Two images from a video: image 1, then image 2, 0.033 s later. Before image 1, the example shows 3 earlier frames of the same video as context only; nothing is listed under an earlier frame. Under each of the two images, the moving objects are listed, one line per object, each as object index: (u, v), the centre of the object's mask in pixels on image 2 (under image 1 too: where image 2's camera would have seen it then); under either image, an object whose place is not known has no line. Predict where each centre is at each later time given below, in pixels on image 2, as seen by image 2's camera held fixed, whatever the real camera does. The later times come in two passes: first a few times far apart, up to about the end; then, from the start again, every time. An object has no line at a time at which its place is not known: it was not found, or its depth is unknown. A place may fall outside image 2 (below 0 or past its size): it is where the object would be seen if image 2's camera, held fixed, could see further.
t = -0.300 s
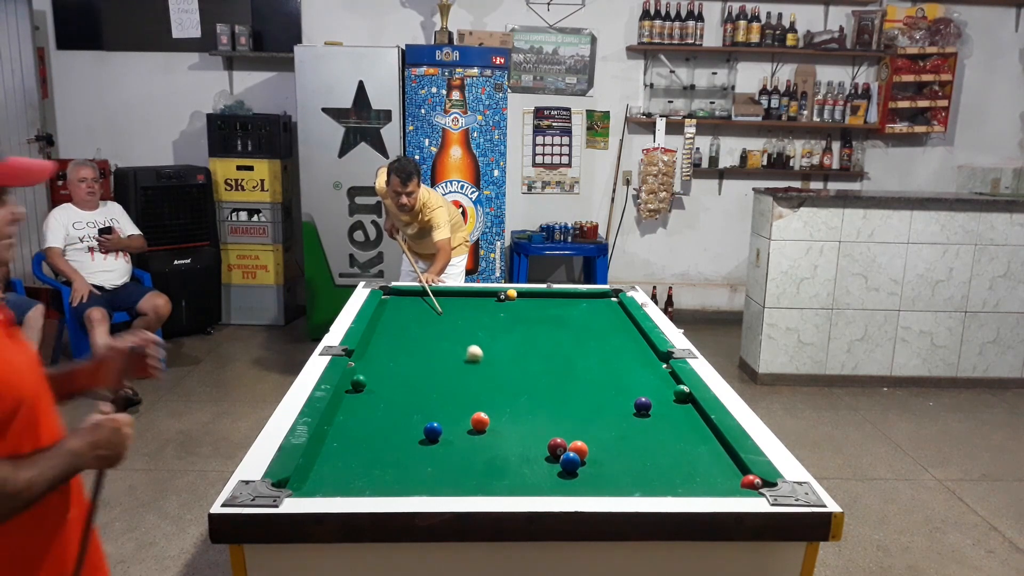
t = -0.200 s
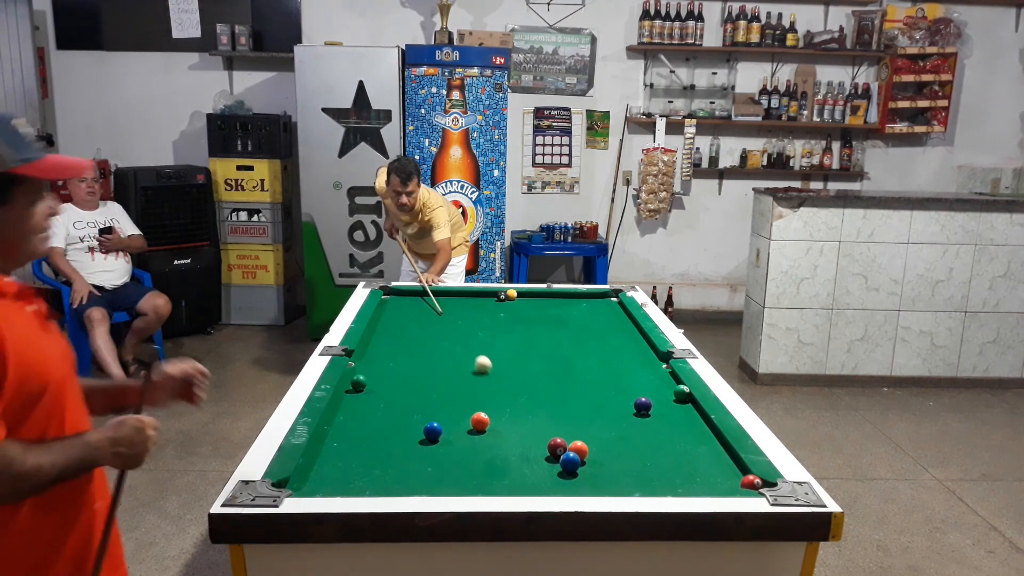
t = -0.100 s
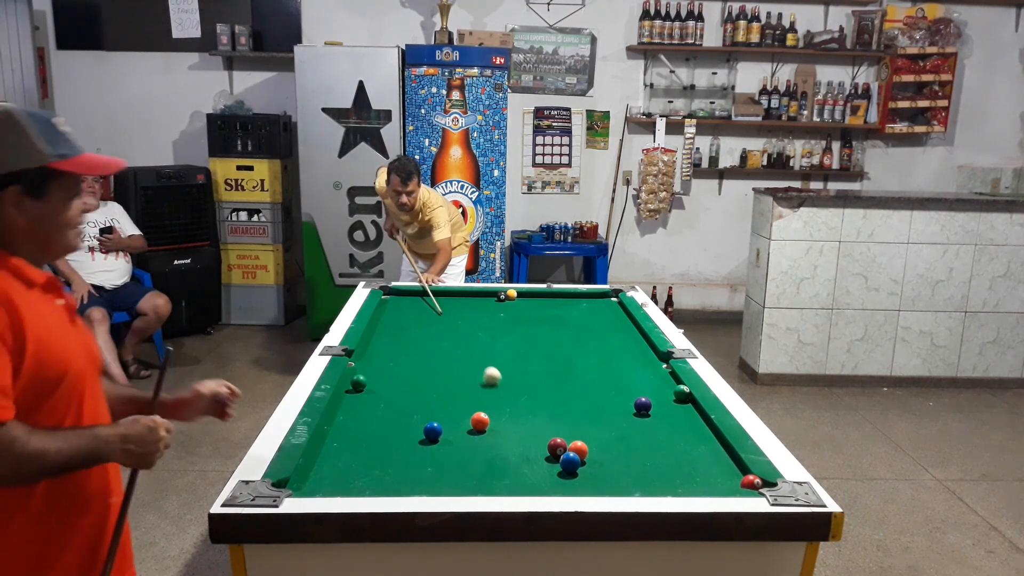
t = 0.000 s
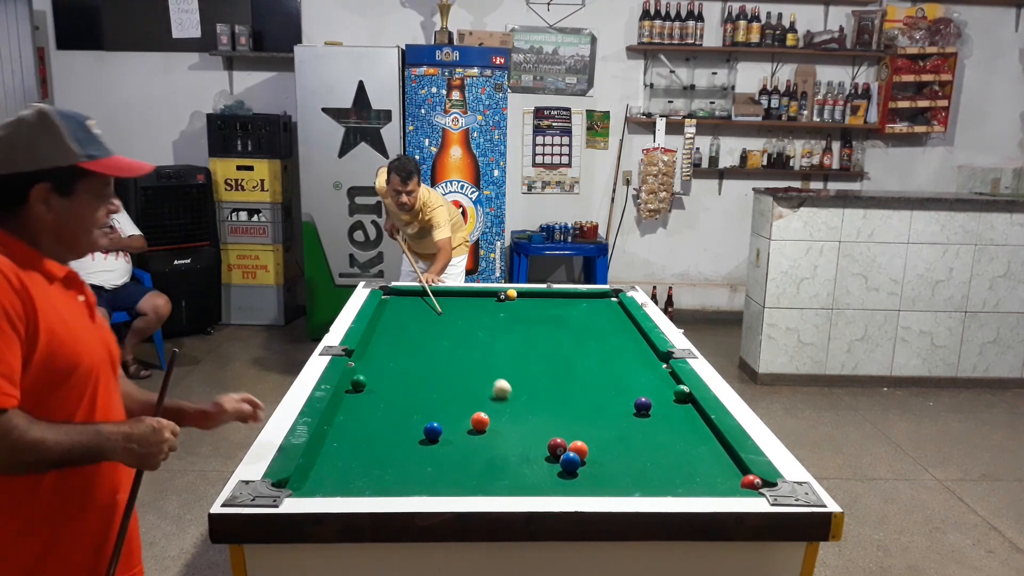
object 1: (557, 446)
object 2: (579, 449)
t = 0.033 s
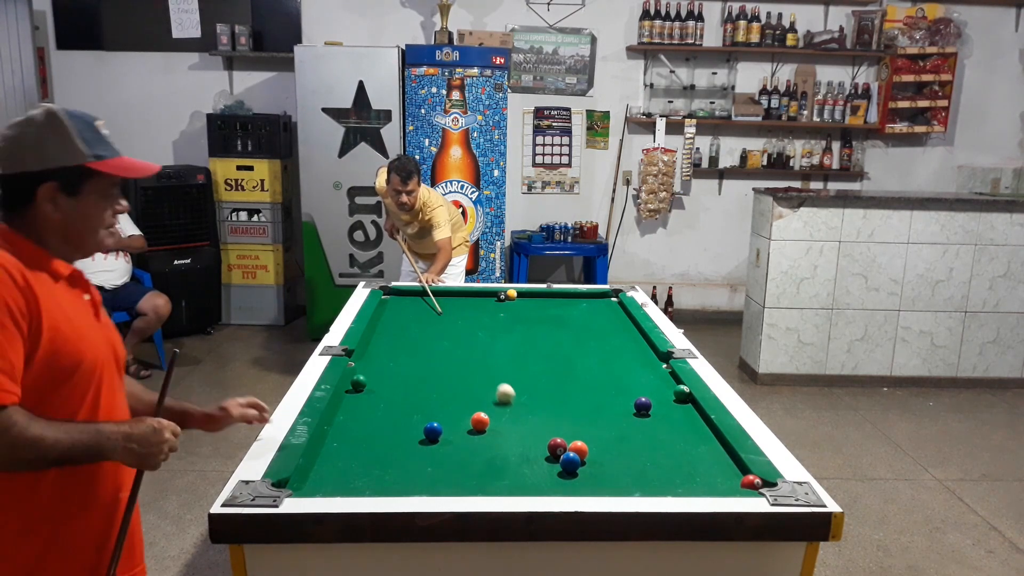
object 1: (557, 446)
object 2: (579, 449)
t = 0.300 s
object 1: (557, 446)
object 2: (579, 449)
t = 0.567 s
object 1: (554, 456)
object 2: (633, 460)
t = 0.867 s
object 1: (543, 462)
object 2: (701, 473)
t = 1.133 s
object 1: (535, 465)
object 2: (741, 478)
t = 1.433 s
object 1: (529, 468)
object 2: (736, 478)
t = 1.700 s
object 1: (527, 469)
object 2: (731, 477)
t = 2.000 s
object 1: (527, 469)
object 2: (729, 478)
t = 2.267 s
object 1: (527, 469)
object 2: (729, 478)
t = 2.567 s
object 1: (527, 469)
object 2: (729, 478)
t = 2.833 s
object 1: (527, 469)
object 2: (729, 478)
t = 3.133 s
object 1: (527, 469)
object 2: (729, 478)
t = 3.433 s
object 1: (527, 469)
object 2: (728, 478)
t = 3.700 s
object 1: (527, 470)
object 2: (729, 478)
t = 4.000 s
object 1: (527, 469)
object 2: (729, 478)
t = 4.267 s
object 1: (527, 469)
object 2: (729, 478)
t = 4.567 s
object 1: (527, 470)
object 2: (729, 478)
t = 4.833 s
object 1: (527, 470)
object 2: (728, 478)
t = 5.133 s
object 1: (527, 470)
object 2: (729, 478)
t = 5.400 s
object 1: (527, 470)
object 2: (729, 478)
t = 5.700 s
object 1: (527, 470)
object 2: (729, 478)
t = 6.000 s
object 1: (527, 470)
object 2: (729, 478)
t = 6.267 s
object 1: (527, 469)
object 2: (727, 477)
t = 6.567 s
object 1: (527, 470)
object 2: (729, 478)
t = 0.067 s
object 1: (557, 446)
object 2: (579, 449)
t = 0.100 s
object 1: (557, 446)
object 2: (579, 449)
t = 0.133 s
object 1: (557, 446)
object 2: (579, 449)
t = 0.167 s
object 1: (557, 446)
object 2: (579, 449)
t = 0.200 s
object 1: (557, 446)
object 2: (579, 449)
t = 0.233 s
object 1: (557, 446)
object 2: (579, 449)
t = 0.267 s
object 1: (557, 446)
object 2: (579, 449)
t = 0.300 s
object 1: (557, 446)
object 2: (579, 449)
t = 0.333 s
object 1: (558, 446)
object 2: (580, 449)
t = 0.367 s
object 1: (557, 448)
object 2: (587, 452)
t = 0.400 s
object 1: (557, 450)
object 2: (595, 453)
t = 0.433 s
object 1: (556, 451)
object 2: (602, 455)
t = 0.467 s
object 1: (556, 452)
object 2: (610, 456)
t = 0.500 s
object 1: (555, 454)
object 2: (618, 458)
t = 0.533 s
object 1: (554, 454)
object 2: (625, 459)
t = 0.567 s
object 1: (554, 456)
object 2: (633, 460)
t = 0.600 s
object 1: (553, 456)
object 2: (641, 462)
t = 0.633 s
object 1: (552, 457)
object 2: (648, 463)
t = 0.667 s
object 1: (550, 458)
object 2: (656, 464)
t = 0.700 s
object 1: (549, 459)
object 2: (663, 466)
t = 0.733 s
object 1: (548, 459)
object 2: (671, 467)
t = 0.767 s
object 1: (546, 460)
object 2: (679, 468)
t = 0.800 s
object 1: (545, 460)
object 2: (686, 470)
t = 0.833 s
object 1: (544, 461)
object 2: (694, 471)
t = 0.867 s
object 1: (543, 462)
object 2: (701, 473)
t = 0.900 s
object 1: (542, 462)
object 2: (709, 474)
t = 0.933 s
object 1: (541, 463)
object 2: (716, 475)
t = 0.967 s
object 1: (540, 463)
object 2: (724, 477)
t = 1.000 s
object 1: (539, 464)
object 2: (731, 477)
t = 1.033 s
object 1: (538, 465)
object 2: (733, 478)
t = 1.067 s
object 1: (537, 465)
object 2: (736, 478)
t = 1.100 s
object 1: (536, 465)
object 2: (738, 478)
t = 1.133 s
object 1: (535, 465)
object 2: (741, 478)
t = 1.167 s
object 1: (534, 466)
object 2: (743, 478)
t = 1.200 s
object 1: (533, 466)
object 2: (743, 478)
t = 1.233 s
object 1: (533, 467)
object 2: (742, 478)
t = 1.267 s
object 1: (532, 467)
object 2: (741, 478)
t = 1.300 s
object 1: (531, 467)
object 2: (740, 478)
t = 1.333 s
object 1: (531, 467)
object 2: (739, 477)
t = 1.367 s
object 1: (530, 468)
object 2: (738, 478)
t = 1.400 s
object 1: (530, 468)
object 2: (736, 477)
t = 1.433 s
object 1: (529, 468)
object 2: (736, 478)
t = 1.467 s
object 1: (529, 468)
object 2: (735, 477)
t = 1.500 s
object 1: (529, 468)
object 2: (734, 478)
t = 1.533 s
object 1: (528, 468)
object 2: (733, 477)
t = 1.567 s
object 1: (528, 469)
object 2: (732, 478)
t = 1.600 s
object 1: (528, 469)
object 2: (732, 477)
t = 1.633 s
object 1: (528, 469)
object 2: (731, 477)
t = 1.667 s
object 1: (528, 469)
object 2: (731, 477)
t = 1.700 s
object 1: (527, 469)
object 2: (731, 477)
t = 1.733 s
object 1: (527, 469)
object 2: (730, 477)
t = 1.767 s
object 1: (527, 469)
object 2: (730, 477)
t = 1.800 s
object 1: (527, 469)
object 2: (730, 478)
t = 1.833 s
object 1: (527, 469)
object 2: (730, 477)
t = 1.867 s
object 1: (527, 469)
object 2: (729, 478)
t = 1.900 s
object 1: (527, 469)
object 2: (729, 478)
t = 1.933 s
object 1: (527, 469)
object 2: (729, 478)
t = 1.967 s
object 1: (527, 469)
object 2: (729, 478)
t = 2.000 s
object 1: (527, 469)
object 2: (729, 478)
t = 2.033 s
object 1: (527, 469)
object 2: (729, 478)
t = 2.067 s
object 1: (527, 469)
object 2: (728, 478)
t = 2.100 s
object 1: (527, 469)
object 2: (728, 477)
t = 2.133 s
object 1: (527, 469)
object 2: (728, 477)
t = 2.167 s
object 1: (527, 469)
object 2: (729, 477)
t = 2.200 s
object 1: (527, 469)
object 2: (729, 477)
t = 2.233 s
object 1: (527, 469)
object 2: (729, 478)
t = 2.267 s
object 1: (527, 469)
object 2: (729, 478)
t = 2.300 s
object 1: (527, 469)
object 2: (729, 478)
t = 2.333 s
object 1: (527, 469)
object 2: (729, 478)
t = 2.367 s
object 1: (527, 469)
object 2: (729, 478)
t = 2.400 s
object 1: (527, 468)
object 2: (729, 478)
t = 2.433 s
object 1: (527, 468)
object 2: (729, 478)
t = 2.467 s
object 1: (527, 469)
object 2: (729, 477)
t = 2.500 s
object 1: (527, 469)
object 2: (729, 478)
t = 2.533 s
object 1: (527, 469)
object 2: (729, 478)
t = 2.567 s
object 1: (527, 469)
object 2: (729, 478)
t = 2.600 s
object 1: (527, 469)
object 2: (729, 478)
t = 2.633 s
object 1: (527, 469)
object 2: (729, 478)
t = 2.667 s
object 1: (527, 469)
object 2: (729, 478)
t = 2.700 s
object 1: (527, 469)
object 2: (729, 478)
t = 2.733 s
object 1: (527, 469)
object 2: (729, 478)
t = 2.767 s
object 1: (527, 469)
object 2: (729, 478)
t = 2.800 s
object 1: (527, 469)
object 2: (729, 478)
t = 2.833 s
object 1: (527, 469)
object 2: (729, 478)
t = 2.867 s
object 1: (527, 469)
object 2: (729, 478)
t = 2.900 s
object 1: (527, 469)
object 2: (729, 478)
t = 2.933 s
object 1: (527, 469)
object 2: (729, 478)
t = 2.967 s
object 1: (527, 469)
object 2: (729, 478)
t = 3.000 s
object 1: (527, 469)
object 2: (729, 478)
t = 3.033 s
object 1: (527, 469)
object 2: (729, 478)
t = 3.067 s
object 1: (527, 469)
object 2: (729, 478)
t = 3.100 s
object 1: (527, 469)
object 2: (729, 478)
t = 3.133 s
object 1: (527, 469)
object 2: (729, 478)
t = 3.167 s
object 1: (527, 469)
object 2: (729, 478)
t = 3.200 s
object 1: (527, 470)
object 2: (729, 478)
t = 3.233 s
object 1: (527, 469)
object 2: (729, 478)
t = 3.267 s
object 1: (527, 469)
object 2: (729, 478)
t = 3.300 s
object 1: (527, 469)
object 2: (729, 478)
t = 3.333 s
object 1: (527, 470)
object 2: (729, 478)
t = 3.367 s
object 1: (527, 470)
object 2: (729, 478)
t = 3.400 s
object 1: (527, 469)
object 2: (729, 478)
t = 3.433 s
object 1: (527, 469)
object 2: (728, 478)
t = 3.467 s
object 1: (527, 469)
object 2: (728, 477)
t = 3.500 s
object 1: (527, 469)
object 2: (728, 477)
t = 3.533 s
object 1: (527, 469)
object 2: (729, 477)
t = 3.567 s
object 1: (527, 469)
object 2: (729, 478)
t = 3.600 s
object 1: (527, 470)
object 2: (729, 478)
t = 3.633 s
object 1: (527, 470)
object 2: (729, 478)
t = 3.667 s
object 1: (527, 470)
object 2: (729, 478)
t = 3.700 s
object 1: (527, 470)
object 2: (729, 478)
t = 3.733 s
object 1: (527, 470)
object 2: (729, 478)
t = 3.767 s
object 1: (527, 470)
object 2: (729, 478)
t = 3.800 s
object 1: (527, 469)
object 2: (729, 478)
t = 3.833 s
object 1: (527, 470)
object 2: (729, 478)
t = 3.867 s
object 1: (527, 469)
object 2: (729, 478)
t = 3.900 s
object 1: (527, 470)
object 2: (729, 478)
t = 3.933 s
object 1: (527, 469)
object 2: (729, 478)
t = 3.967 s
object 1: (527, 470)
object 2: (729, 478)
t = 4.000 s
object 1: (527, 469)
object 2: (729, 478)
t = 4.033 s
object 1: (527, 469)
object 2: (729, 478)
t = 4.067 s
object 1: (527, 470)
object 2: (729, 478)
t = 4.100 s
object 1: (527, 470)
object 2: (729, 478)
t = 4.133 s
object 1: (527, 469)
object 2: (729, 478)
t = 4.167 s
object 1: (527, 470)
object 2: (729, 478)
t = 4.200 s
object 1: (527, 469)
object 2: (729, 478)
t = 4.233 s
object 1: (527, 470)
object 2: (729, 478)
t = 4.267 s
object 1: (527, 469)
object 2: (729, 478)
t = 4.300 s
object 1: (527, 470)
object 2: (729, 478)
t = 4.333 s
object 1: (527, 470)
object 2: (729, 478)
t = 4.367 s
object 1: (527, 470)
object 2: (729, 478)
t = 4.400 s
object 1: (527, 470)
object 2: (729, 478)
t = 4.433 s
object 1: (527, 470)
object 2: (729, 478)
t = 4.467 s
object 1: (527, 470)
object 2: (729, 478)
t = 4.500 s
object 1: (527, 469)
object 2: (729, 478)
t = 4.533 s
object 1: (527, 470)
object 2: (729, 478)
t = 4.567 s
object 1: (527, 470)
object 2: (729, 478)
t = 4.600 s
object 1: (527, 470)
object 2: (729, 478)
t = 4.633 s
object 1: (527, 470)
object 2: (729, 478)
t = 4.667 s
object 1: (527, 470)
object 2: (729, 478)
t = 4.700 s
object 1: (527, 470)
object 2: (729, 478)
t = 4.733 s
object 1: (527, 470)
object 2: (729, 478)
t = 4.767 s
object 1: (527, 470)
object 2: (729, 478)
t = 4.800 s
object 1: (527, 470)
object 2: (729, 478)
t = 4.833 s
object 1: (527, 470)
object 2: (728, 478)
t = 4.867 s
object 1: (527, 470)
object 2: (728, 478)
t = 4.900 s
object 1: (527, 469)
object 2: (729, 477)
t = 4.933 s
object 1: (527, 470)
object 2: (729, 478)
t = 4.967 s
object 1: (527, 470)
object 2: (729, 478)
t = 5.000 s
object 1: (527, 470)
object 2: (729, 478)
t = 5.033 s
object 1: (527, 470)
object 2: (729, 478)
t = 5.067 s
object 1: (527, 470)
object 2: (729, 478)
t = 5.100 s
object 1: (527, 470)
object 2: (729, 478)
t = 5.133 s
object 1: (527, 470)
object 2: (729, 478)
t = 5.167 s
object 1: (527, 470)
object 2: (729, 478)
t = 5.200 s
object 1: (527, 470)
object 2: (729, 478)
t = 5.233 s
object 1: (527, 470)
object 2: (728, 478)
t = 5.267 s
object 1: (527, 470)
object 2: (729, 478)
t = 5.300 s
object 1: (527, 470)
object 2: (729, 478)
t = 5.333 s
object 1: (527, 470)
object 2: (729, 478)
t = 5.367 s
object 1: (527, 470)
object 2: (728, 478)
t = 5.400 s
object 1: (527, 470)
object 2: (729, 478)
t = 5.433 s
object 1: (527, 470)
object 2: (729, 478)
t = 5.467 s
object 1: (527, 470)
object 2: (729, 478)
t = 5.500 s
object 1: (527, 470)
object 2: (729, 478)
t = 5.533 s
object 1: (527, 470)
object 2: (729, 478)
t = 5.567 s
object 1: (527, 469)
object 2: (729, 478)
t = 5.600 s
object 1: (527, 470)
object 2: (729, 478)
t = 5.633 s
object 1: (527, 470)
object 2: (728, 478)
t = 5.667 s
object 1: (527, 470)
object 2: (729, 478)
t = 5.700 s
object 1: (527, 470)
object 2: (729, 478)
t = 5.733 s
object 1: (527, 470)
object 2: (729, 478)
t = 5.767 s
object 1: (527, 470)
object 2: (729, 478)
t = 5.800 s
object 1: (527, 470)
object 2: (728, 478)
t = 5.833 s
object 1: (527, 470)
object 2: (729, 478)
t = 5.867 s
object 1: (527, 470)
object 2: (728, 478)
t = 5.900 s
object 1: (527, 470)
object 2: (729, 478)
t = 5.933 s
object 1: (527, 470)
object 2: (729, 478)
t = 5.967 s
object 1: (527, 470)
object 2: (728, 478)
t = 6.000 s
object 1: (527, 470)
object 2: (729, 478)
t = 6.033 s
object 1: (527, 470)
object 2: (729, 478)
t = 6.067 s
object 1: (527, 469)
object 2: (729, 478)
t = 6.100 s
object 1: (527, 470)
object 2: (729, 478)
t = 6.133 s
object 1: (527, 470)
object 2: (729, 478)
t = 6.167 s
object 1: (527, 470)
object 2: (729, 478)
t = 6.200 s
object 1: (527, 470)
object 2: (728, 478)
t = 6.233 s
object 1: (527, 469)
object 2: (728, 478)
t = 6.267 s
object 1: (527, 469)
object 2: (727, 477)
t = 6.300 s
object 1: (527, 469)
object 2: (728, 477)
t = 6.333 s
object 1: (527, 469)
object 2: (728, 477)
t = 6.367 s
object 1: (527, 470)
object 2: (729, 478)
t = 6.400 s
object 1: (527, 470)
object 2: (730, 478)
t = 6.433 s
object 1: (527, 470)
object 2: (729, 478)
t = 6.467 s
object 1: (527, 470)
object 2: (729, 478)
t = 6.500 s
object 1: (527, 470)
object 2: (729, 478)
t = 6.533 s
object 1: (527, 470)
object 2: (729, 478)
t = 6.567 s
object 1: (527, 470)
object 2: (729, 478)
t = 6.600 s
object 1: (527, 470)
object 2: (728, 478)
